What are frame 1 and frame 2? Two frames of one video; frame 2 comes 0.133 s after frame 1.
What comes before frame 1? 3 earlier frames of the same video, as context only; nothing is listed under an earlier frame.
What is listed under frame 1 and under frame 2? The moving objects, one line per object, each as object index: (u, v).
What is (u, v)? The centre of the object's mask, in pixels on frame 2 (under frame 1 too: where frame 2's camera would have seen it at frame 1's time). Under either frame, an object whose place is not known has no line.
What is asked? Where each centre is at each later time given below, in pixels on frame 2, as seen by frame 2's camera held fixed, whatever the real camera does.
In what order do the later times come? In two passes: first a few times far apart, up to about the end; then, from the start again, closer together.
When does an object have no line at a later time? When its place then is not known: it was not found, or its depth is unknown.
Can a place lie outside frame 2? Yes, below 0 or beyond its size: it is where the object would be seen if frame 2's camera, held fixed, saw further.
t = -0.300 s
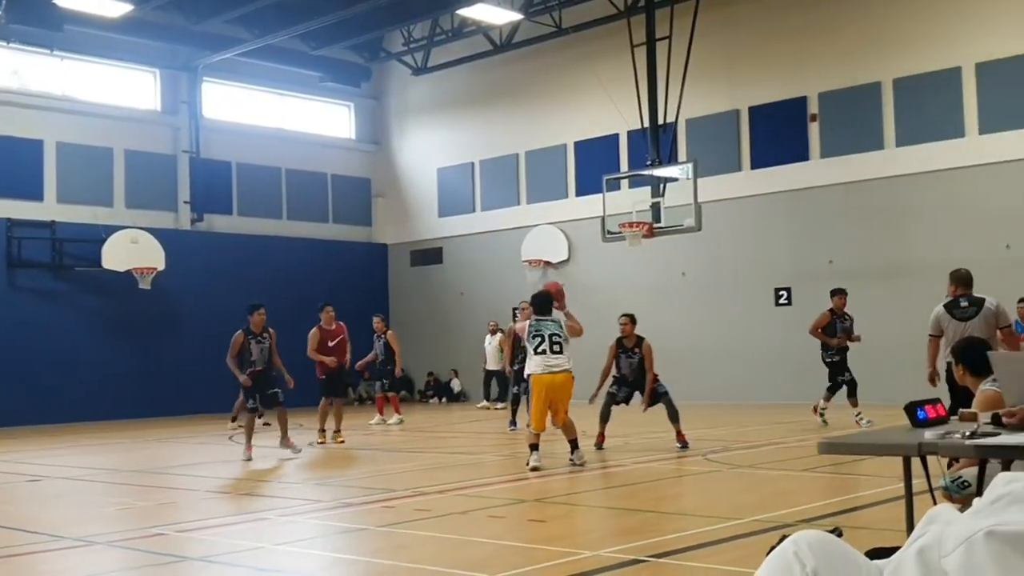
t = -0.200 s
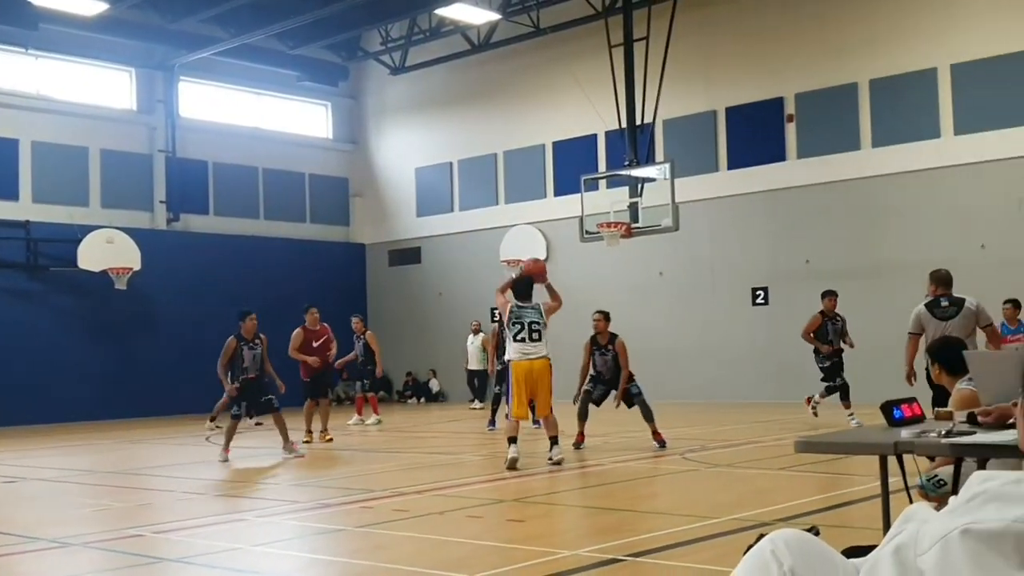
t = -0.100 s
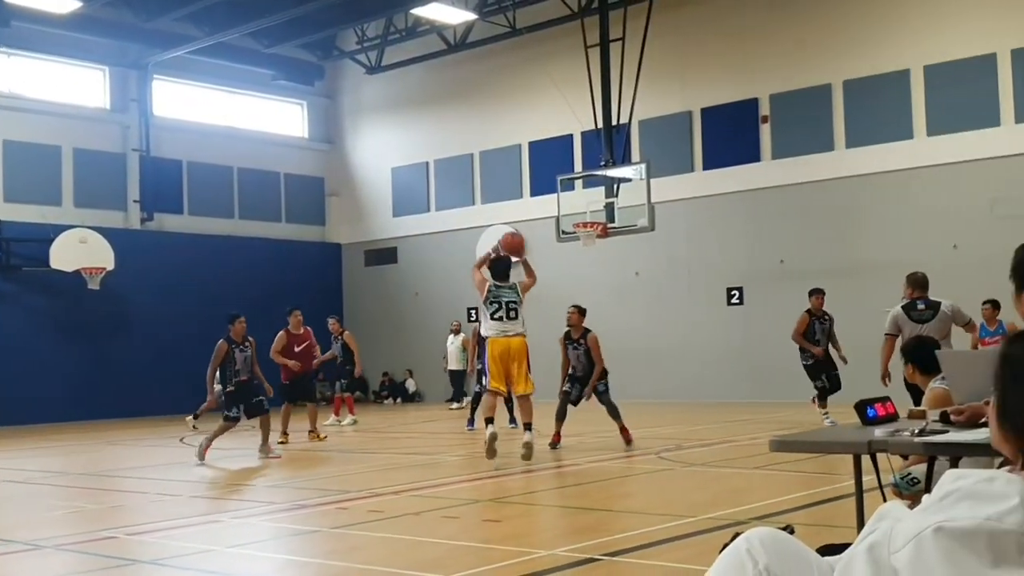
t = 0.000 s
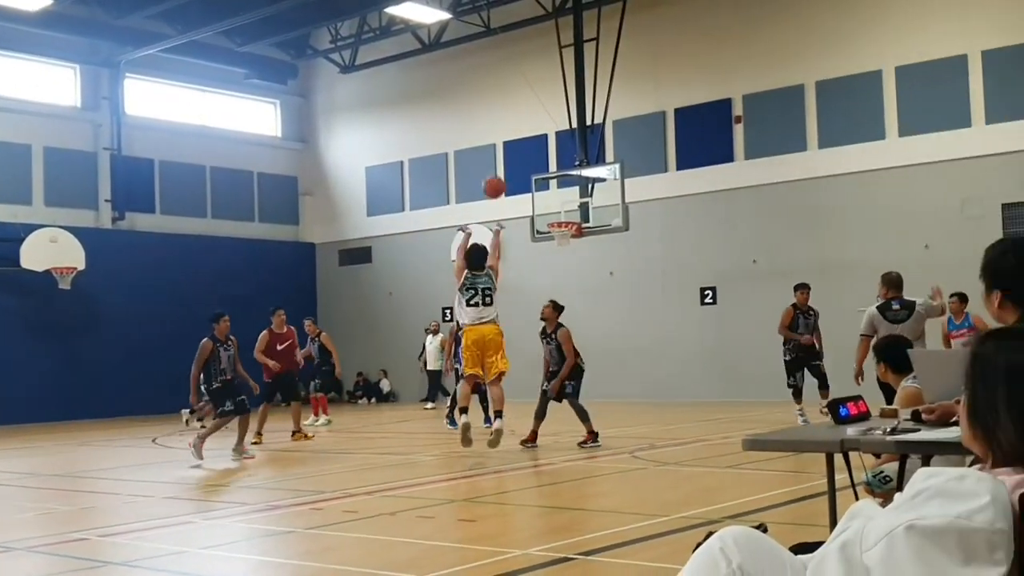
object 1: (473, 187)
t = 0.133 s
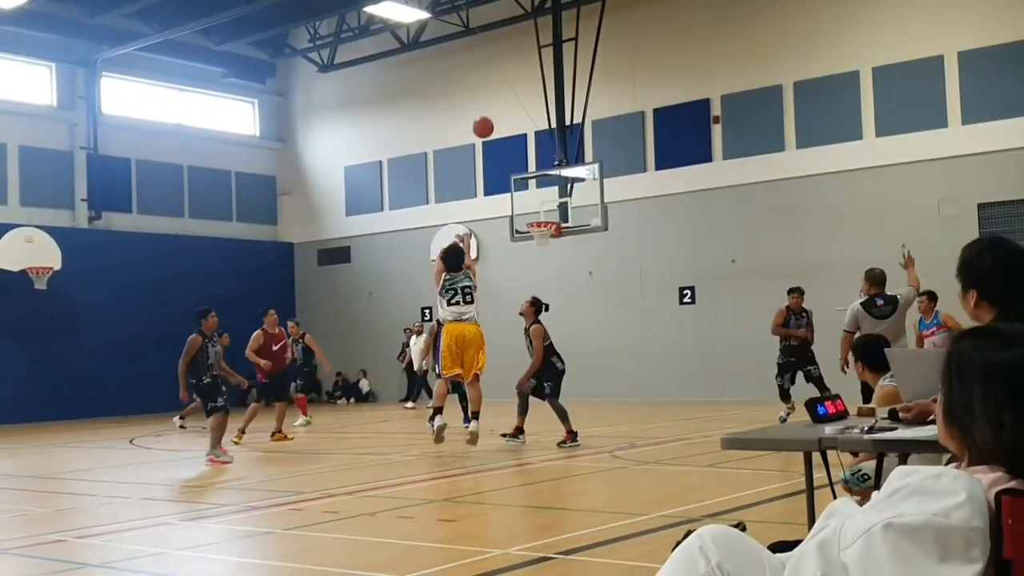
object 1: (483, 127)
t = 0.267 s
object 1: (492, 92)
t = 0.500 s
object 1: (506, 73)
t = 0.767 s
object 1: (519, 101)
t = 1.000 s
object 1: (529, 159)
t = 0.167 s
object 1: (485, 117)
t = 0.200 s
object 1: (487, 107)
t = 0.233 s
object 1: (490, 99)
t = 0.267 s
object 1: (492, 92)
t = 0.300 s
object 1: (494, 86)
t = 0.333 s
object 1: (496, 82)
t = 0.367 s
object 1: (498, 78)
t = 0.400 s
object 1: (500, 76)
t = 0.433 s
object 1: (502, 74)
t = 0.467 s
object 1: (504, 73)
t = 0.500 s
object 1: (506, 73)
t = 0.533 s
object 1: (508, 74)
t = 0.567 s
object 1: (509, 76)
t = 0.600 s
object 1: (511, 78)
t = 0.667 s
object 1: (515, 86)
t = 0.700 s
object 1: (516, 90)
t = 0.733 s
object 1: (517, 96)
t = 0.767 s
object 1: (519, 101)
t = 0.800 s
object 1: (520, 108)
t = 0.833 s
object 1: (522, 115)
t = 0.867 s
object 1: (524, 123)
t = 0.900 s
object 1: (525, 131)
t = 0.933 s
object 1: (526, 140)
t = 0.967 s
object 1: (528, 149)
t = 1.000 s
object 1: (529, 159)
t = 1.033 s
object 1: (531, 170)
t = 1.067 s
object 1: (533, 180)
